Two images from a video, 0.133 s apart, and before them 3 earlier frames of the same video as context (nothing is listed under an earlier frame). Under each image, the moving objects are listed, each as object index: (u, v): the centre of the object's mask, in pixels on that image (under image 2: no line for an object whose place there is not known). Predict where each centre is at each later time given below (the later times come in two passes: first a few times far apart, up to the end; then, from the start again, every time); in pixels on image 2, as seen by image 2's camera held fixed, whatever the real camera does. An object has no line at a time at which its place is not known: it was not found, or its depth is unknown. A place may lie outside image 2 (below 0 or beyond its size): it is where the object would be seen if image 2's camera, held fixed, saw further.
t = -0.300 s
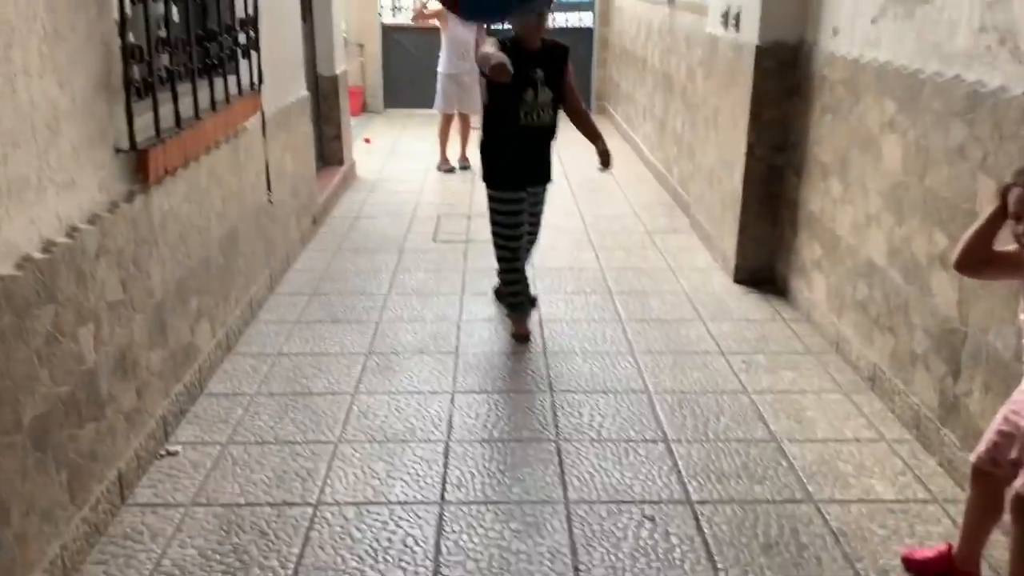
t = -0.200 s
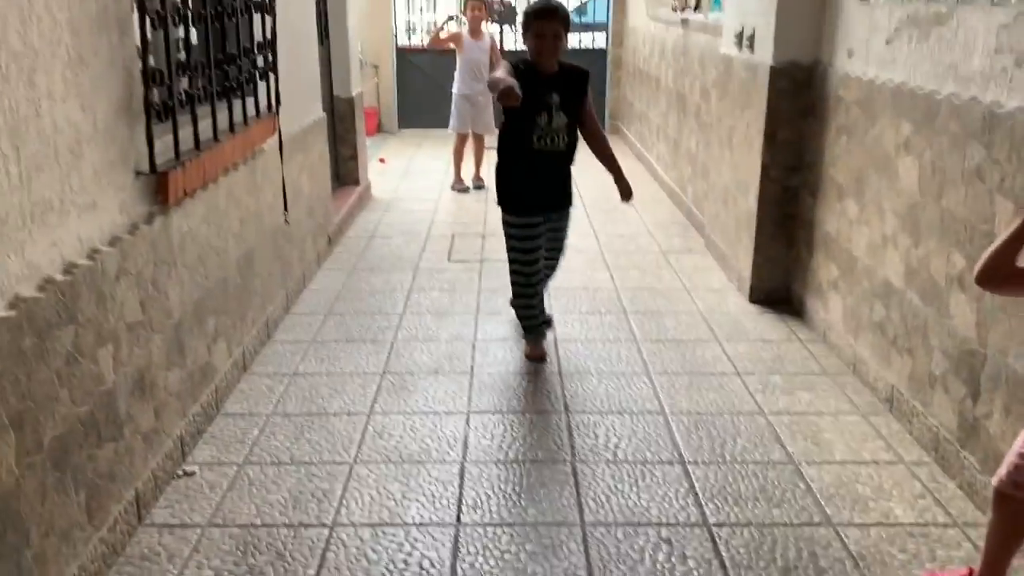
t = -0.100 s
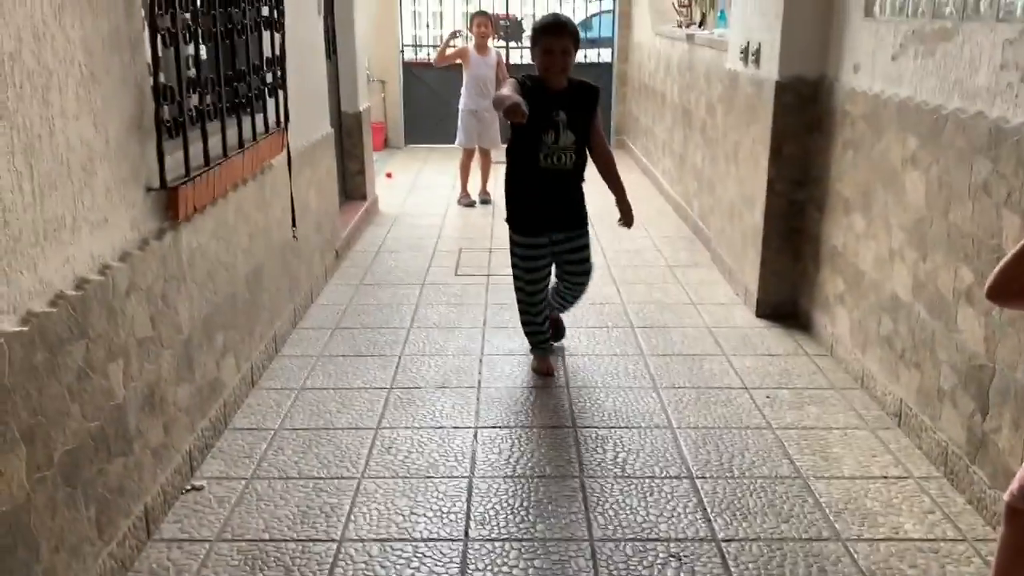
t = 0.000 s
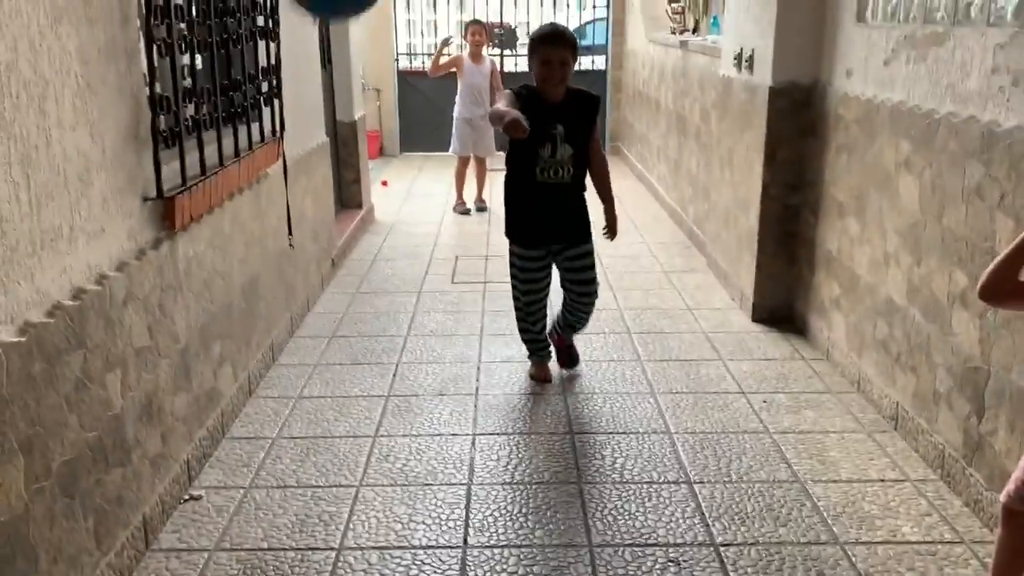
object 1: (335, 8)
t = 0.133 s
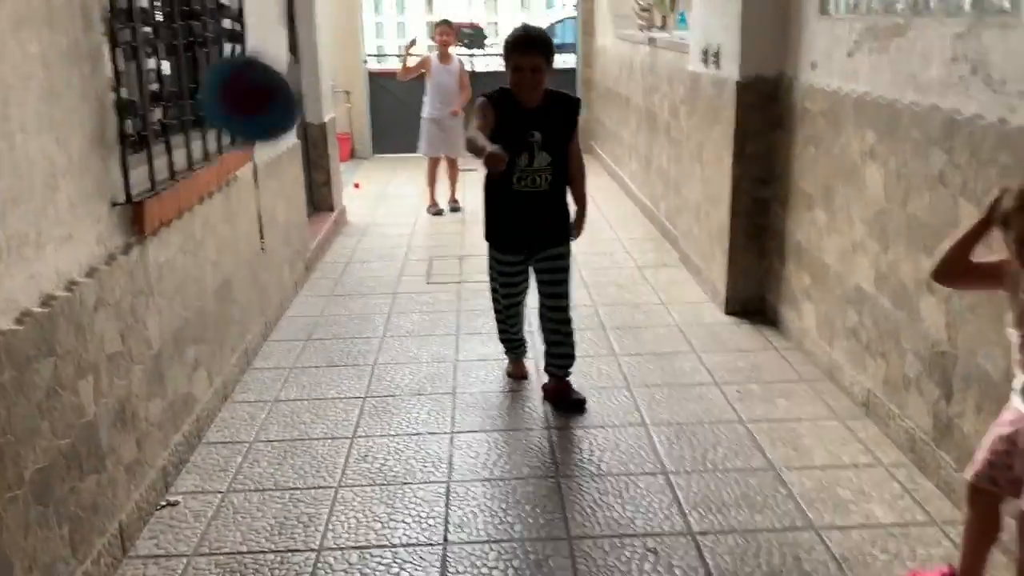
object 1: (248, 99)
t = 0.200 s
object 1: (236, 184)
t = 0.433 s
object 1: (217, 522)
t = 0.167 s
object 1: (242, 139)
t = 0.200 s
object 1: (236, 184)
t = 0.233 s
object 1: (230, 229)
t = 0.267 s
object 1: (226, 274)
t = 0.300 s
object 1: (222, 322)
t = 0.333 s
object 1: (219, 372)
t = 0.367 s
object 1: (216, 424)
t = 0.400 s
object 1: (217, 472)
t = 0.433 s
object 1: (217, 522)
